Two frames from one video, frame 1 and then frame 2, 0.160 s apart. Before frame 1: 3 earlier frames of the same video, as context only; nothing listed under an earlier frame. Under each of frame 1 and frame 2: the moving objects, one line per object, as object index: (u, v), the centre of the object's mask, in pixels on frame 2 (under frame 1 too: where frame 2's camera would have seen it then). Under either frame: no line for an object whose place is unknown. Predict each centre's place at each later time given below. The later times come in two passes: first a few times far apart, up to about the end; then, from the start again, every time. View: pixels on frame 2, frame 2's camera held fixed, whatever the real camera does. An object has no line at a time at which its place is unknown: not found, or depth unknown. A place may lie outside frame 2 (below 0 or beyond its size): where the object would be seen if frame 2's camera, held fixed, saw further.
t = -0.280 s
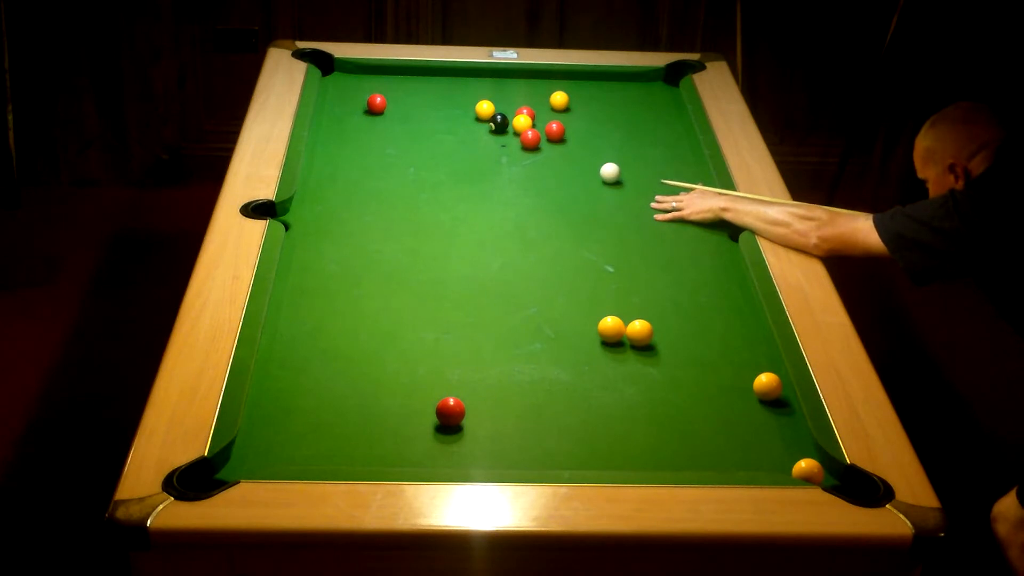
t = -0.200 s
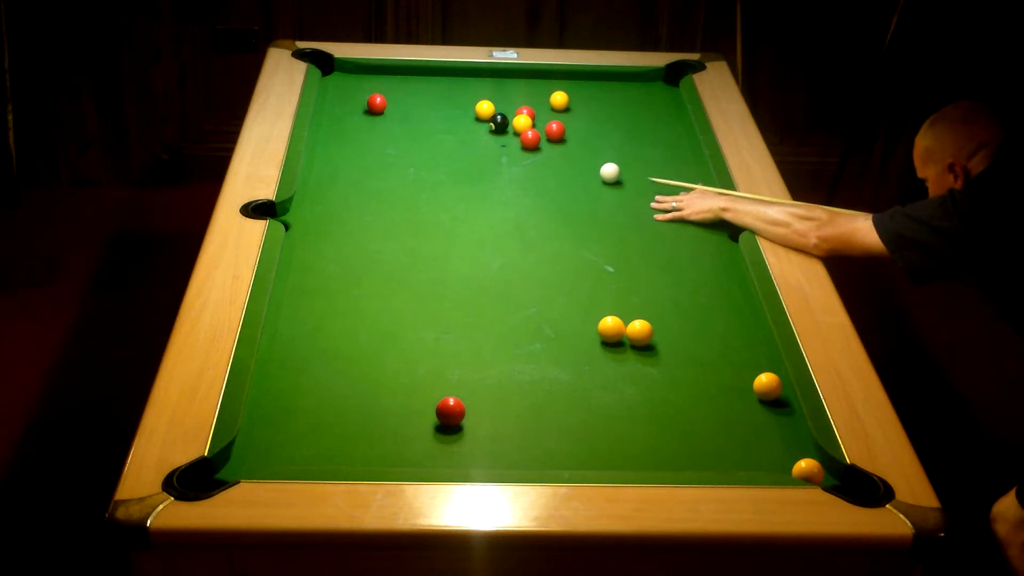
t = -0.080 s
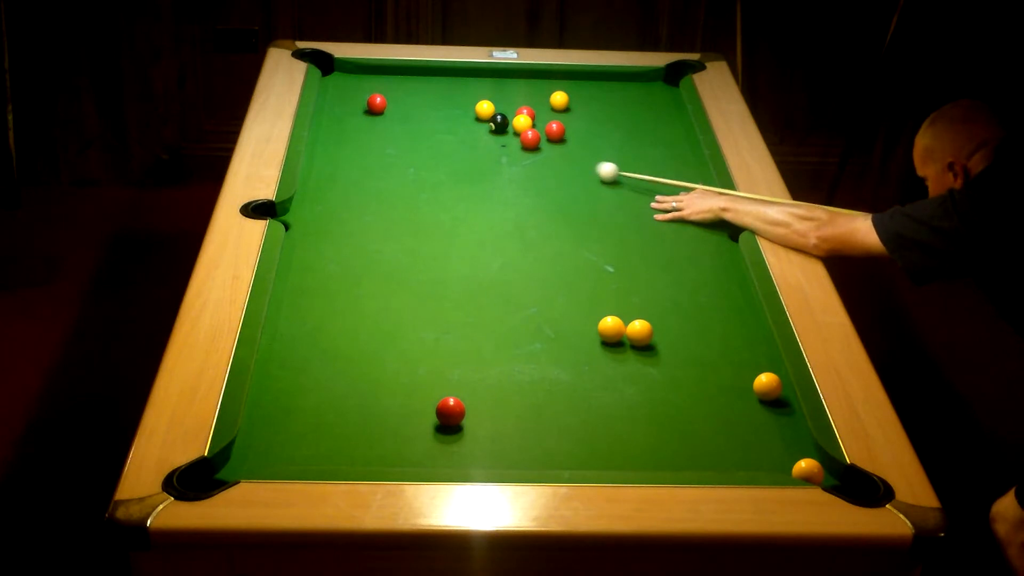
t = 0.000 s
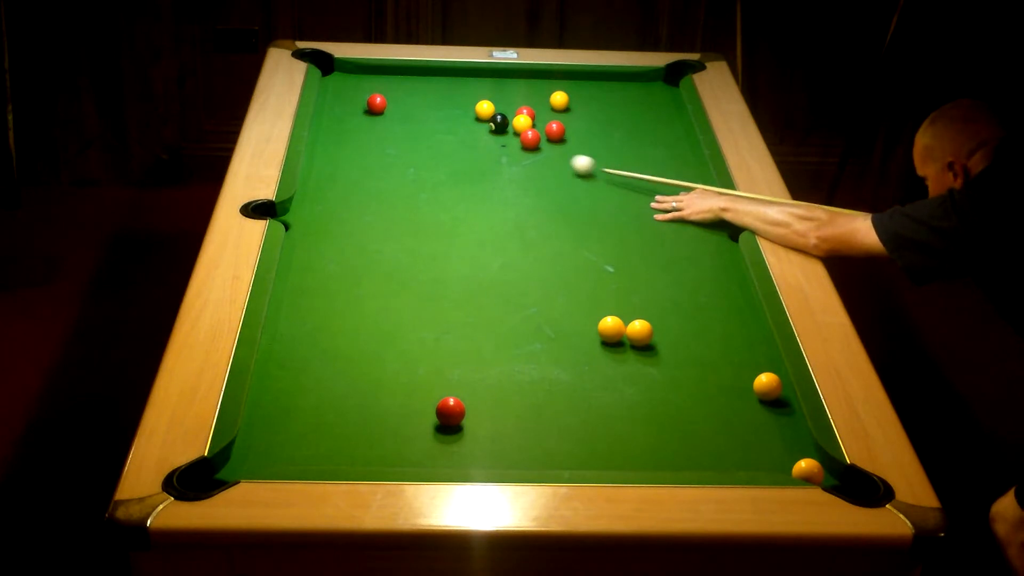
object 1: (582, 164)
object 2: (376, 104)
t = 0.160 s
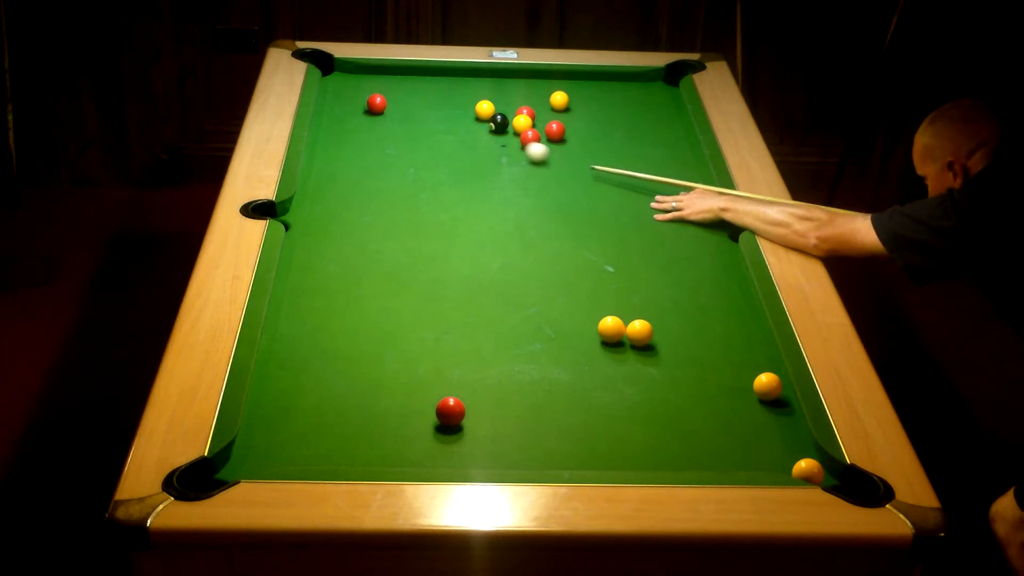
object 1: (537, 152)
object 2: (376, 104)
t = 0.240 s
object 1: (515, 146)
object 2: (376, 104)
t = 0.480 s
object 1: (452, 128)
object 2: (376, 104)
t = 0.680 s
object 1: (403, 116)
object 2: (377, 104)
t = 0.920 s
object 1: (364, 112)
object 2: (365, 95)
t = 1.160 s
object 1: (333, 113)
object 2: (351, 86)
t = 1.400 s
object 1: (336, 114)
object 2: (338, 77)
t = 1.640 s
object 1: (353, 116)
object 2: (327, 68)
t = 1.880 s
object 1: (368, 118)
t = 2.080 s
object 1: (379, 118)
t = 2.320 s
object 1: (389, 120)
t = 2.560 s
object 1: (396, 120)
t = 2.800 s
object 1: (401, 121)
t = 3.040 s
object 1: (403, 121)
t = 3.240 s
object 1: (403, 121)
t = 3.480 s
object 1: (403, 121)
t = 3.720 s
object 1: (403, 121)
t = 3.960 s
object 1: (403, 121)
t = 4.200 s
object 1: (403, 121)
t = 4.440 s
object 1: (403, 121)
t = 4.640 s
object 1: (403, 121)
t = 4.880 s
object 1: (403, 121)
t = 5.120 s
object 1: (403, 121)
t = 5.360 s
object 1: (403, 121)
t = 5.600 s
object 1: (403, 121)
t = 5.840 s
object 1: (403, 121)
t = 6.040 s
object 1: (403, 121)
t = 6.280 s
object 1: (403, 121)
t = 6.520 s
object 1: (403, 121)
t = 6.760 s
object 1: (403, 121)
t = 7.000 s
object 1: (403, 121)
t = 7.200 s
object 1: (403, 121)
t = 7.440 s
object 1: (403, 121)
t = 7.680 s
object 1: (403, 121)
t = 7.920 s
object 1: (403, 121)
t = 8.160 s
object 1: (403, 121)
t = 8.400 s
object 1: (403, 121)
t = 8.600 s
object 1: (403, 121)
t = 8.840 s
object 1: (403, 121)
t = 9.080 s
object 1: (403, 121)
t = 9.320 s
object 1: (403, 121)
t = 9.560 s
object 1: (403, 121)
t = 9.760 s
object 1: (403, 121)
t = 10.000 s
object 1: (403, 121)
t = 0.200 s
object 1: (525, 149)
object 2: (376, 104)
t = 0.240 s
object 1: (515, 146)
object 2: (376, 104)
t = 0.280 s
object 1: (504, 143)
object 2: (376, 104)
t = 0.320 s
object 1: (493, 140)
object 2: (376, 104)
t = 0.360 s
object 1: (483, 137)
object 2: (376, 104)
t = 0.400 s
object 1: (472, 134)
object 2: (376, 104)
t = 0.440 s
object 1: (462, 132)
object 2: (376, 104)
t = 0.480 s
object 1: (452, 128)
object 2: (376, 104)
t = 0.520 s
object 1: (442, 126)
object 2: (377, 104)
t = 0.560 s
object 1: (432, 123)
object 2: (376, 104)
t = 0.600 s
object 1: (422, 121)
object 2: (377, 104)
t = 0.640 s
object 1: (413, 118)
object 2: (376, 104)
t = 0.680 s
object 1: (403, 116)
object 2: (377, 104)
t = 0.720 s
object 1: (394, 113)
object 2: (376, 104)
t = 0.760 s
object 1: (385, 111)
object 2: (374, 102)
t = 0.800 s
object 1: (380, 111)
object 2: (372, 99)
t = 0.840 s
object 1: (375, 111)
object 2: (370, 97)
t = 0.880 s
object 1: (369, 112)
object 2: (368, 96)
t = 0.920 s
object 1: (364, 112)
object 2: (365, 95)
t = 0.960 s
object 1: (359, 112)
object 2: (363, 94)
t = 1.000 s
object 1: (353, 112)
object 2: (360, 93)
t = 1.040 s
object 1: (348, 112)
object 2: (358, 91)
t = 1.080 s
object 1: (343, 112)
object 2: (356, 89)
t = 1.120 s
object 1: (338, 113)
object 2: (353, 87)
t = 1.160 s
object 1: (333, 113)
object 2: (351, 86)
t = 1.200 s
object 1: (329, 113)
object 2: (349, 84)
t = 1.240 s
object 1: (324, 113)
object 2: (346, 83)
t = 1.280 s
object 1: (327, 113)
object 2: (344, 81)
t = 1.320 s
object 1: (330, 114)
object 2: (342, 80)
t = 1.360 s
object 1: (333, 114)
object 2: (340, 78)
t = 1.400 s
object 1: (336, 114)
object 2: (338, 77)
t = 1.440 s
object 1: (339, 115)
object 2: (336, 75)
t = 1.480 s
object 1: (342, 115)
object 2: (334, 74)
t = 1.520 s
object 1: (345, 115)
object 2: (333, 72)
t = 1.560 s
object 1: (348, 116)
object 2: (331, 71)
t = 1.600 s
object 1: (351, 116)
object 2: (329, 70)
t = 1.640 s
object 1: (353, 116)
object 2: (327, 68)
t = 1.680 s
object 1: (356, 116)
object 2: (326, 66)
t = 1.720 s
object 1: (359, 117)
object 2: (325, 66)
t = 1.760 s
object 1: (361, 117)
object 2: (323, 66)
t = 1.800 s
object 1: (364, 117)
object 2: (322, 69)
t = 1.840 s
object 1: (366, 117)
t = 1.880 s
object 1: (368, 118)
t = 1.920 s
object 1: (371, 118)
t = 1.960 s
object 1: (373, 118)
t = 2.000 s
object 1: (375, 118)
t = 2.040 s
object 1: (377, 118)
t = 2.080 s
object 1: (379, 118)
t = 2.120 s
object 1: (381, 119)
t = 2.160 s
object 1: (382, 119)
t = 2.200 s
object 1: (384, 119)
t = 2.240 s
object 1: (386, 119)
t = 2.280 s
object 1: (387, 119)
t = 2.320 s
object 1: (389, 120)
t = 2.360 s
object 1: (390, 120)
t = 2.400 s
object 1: (392, 120)
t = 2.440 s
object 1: (393, 120)
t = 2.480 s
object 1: (394, 120)
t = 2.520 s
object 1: (395, 120)
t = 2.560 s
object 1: (396, 120)
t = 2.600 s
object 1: (397, 120)
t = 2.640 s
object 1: (398, 120)
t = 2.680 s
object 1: (399, 121)
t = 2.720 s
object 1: (400, 121)
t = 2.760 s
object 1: (401, 121)
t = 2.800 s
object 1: (401, 121)
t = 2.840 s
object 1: (402, 121)
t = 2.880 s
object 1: (402, 121)
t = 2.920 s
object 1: (402, 121)
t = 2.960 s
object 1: (403, 121)
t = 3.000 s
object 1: (403, 121)
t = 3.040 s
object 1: (403, 121)
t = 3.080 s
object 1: (403, 121)
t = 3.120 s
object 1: (403, 121)
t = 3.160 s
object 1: (403, 121)
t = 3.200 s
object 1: (403, 121)
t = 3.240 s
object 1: (403, 121)
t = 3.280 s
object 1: (403, 121)
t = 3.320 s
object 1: (403, 121)
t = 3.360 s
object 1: (403, 121)
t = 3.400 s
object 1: (403, 121)
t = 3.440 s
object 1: (403, 121)
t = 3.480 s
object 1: (403, 121)
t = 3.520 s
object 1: (403, 121)
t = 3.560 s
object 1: (403, 121)
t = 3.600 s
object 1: (403, 121)
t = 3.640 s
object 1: (403, 121)
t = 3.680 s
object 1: (403, 121)
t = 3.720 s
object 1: (403, 121)
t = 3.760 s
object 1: (403, 121)
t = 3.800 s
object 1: (403, 121)
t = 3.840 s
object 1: (403, 121)
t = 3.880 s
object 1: (403, 121)
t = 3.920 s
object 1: (403, 121)
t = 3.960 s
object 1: (403, 121)
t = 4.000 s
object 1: (403, 121)
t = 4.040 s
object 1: (403, 121)
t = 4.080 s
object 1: (403, 121)
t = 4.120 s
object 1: (403, 121)
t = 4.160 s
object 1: (403, 121)
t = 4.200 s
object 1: (403, 121)
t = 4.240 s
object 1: (403, 121)
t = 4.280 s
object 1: (403, 121)
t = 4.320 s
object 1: (403, 121)
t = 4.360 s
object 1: (403, 121)
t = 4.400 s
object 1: (403, 121)
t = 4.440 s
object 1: (403, 121)
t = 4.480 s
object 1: (403, 121)
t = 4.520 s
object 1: (403, 121)
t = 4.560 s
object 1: (403, 121)
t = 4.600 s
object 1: (403, 121)
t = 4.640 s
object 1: (403, 121)
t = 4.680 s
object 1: (403, 121)
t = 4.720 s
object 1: (403, 121)
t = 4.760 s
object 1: (403, 121)
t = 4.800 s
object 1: (403, 121)
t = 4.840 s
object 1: (403, 121)
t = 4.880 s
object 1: (403, 121)
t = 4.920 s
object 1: (403, 121)
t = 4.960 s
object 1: (403, 121)
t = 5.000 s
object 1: (403, 121)
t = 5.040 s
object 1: (403, 121)
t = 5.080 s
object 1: (403, 121)
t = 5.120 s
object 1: (403, 121)
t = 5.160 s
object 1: (403, 121)
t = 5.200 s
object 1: (403, 121)
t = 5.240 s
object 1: (403, 121)
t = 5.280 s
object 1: (403, 121)
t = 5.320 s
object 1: (403, 121)
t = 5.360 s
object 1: (403, 121)
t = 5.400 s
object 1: (403, 121)
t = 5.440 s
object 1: (403, 121)
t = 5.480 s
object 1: (403, 121)
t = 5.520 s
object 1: (403, 121)
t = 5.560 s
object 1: (403, 121)
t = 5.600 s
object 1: (403, 121)
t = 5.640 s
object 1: (403, 121)
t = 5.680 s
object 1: (403, 121)
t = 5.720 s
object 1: (403, 121)
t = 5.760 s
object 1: (403, 121)
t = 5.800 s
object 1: (403, 121)
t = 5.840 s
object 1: (403, 121)
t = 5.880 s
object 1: (403, 121)
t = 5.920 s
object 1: (403, 121)
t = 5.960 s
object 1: (403, 121)
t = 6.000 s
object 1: (403, 121)
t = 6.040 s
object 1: (403, 121)
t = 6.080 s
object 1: (403, 121)
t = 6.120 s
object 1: (403, 121)
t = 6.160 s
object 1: (403, 121)
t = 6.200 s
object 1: (403, 121)
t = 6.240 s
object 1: (403, 121)
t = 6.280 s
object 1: (403, 121)
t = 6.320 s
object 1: (403, 121)
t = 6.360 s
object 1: (403, 121)
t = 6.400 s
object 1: (403, 121)
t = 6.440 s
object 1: (403, 121)
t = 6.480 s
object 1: (403, 121)
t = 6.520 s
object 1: (403, 121)
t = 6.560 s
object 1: (403, 121)
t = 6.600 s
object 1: (403, 121)
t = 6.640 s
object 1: (403, 121)
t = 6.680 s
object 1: (403, 121)
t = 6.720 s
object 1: (403, 121)
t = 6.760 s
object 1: (403, 121)
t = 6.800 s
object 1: (403, 121)
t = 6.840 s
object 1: (403, 121)
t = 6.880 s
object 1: (403, 121)
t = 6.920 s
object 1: (403, 121)
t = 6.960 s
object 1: (403, 121)
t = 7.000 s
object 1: (403, 121)
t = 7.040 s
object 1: (403, 121)
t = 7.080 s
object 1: (403, 121)
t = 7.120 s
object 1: (403, 121)
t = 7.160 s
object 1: (403, 121)
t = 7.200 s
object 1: (403, 121)
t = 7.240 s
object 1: (403, 121)
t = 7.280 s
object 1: (403, 121)
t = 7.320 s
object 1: (403, 121)
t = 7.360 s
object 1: (403, 121)
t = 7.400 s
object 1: (403, 121)
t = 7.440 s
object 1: (403, 121)
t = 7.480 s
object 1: (403, 121)
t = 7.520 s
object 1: (403, 121)
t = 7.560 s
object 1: (403, 121)
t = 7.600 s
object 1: (403, 121)
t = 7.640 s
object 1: (403, 121)
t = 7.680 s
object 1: (403, 121)
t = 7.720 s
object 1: (403, 121)
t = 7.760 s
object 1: (403, 121)
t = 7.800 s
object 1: (403, 121)
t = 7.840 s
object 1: (403, 121)
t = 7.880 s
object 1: (403, 121)
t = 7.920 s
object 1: (403, 121)
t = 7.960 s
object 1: (403, 121)
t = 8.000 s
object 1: (403, 121)
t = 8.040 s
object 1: (403, 121)
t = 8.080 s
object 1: (403, 121)
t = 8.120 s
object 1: (403, 121)
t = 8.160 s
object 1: (403, 121)
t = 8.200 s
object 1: (403, 121)
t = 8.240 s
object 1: (403, 121)
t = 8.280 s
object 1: (403, 121)
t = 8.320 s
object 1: (403, 121)
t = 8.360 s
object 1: (403, 121)
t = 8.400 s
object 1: (403, 121)
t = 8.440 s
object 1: (403, 121)
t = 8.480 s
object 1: (403, 121)
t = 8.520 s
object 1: (403, 121)
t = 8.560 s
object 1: (403, 121)
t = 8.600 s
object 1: (403, 121)
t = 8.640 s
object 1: (403, 121)
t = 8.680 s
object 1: (403, 121)
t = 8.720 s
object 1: (403, 121)
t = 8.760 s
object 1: (403, 121)
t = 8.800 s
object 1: (403, 121)
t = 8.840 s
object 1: (403, 121)
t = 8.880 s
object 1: (403, 121)
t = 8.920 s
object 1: (403, 121)
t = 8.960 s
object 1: (403, 121)
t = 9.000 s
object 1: (403, 121)
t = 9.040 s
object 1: (403, 121)
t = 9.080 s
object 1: (403, 121)
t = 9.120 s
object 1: (403, 121)
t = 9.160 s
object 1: (403, 121)
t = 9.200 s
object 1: (403, 121)
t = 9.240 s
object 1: (403, 121)
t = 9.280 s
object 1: (403, 121)
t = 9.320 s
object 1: (403, 121)
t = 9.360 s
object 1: (403, 121)
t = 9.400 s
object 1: (403, 121)
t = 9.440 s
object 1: (403, 121)
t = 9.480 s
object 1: (403, 121)
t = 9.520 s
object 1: (403, 121)
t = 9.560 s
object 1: (403, 121)
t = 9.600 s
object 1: (403, 121)
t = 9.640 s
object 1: (403, 121)
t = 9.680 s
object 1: (403, 121)
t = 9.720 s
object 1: (403, 121)
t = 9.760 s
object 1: (403, 121)
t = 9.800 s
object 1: (403, 121)
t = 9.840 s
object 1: (403, 121)
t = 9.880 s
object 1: (403, 121)
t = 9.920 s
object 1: (403, 121)
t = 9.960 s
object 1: (403, 121)
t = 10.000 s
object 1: (403, 121)
